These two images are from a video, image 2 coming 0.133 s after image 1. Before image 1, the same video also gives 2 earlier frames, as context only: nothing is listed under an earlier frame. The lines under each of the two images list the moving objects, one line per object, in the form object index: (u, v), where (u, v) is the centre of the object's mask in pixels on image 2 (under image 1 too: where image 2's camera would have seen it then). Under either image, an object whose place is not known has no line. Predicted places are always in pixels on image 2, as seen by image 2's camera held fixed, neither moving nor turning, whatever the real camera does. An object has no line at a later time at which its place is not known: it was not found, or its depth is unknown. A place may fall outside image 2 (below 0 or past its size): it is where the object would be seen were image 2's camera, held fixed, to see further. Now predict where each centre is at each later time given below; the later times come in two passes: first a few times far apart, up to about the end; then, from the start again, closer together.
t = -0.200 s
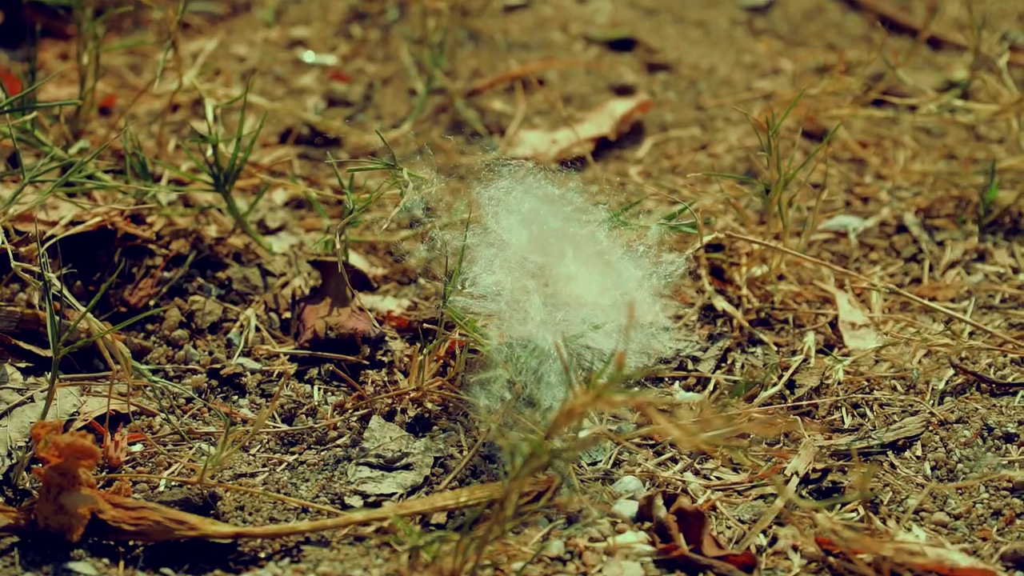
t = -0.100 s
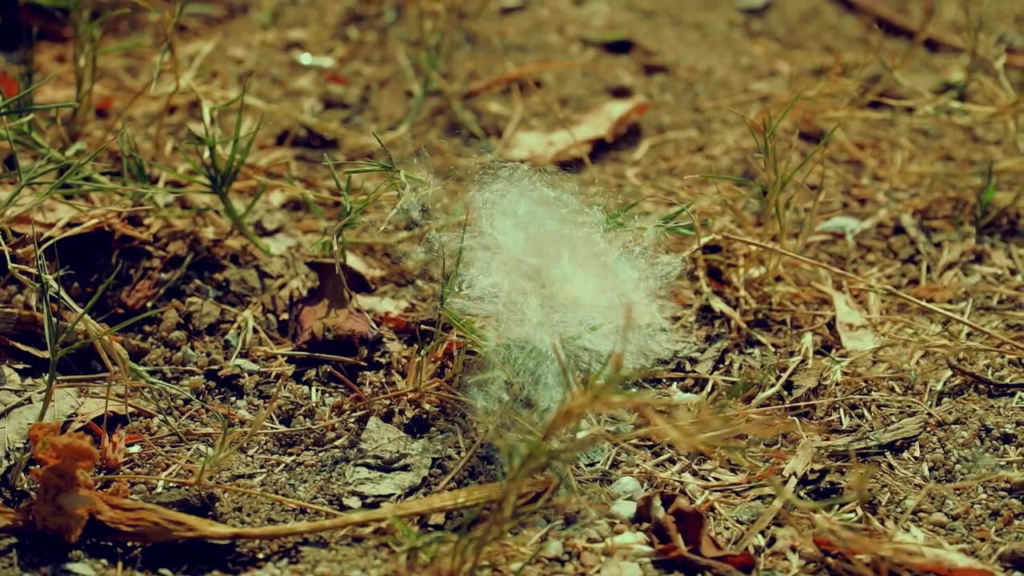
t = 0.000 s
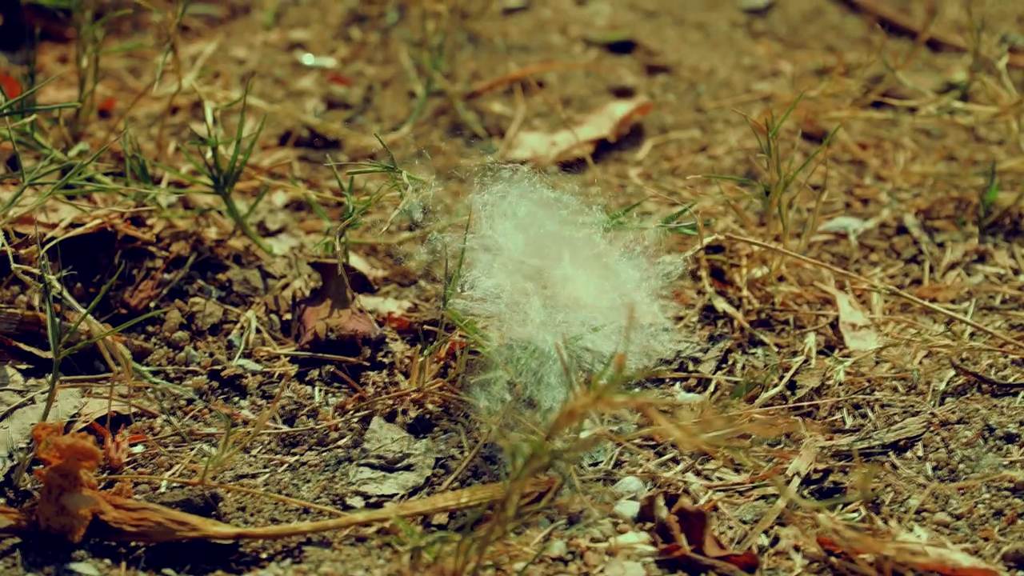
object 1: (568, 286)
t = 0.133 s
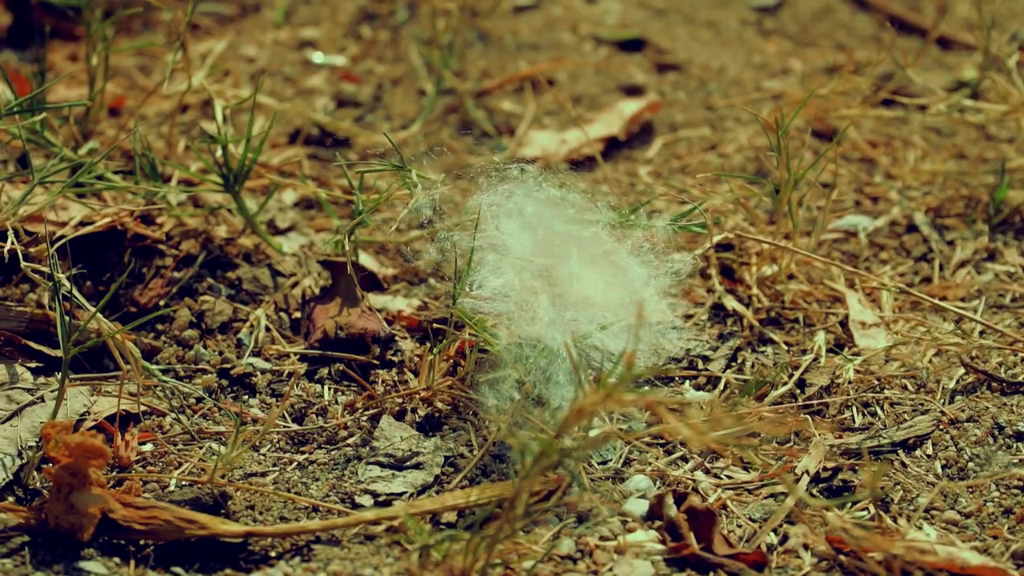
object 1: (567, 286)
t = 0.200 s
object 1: (567, 287)
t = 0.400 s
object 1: (567, 288)
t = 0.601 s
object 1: (567, 289)
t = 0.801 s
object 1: (566, 288)
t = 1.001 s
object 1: (566, 288)
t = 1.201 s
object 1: (564, 287)
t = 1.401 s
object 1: (564, 287)
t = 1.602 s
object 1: (561, 286)
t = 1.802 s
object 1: (560, 288)
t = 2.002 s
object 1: (561, 288)
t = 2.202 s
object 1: (559, 287)
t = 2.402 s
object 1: (557, 290)
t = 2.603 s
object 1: (556, 283)
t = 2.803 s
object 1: (559, 284)
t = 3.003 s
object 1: (555, 286)
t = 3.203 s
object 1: (553, 292)
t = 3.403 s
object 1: (556, 295)
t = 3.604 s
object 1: (557, 294)
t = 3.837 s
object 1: (557, 295)
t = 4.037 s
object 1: (557, 296)
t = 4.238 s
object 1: (558, 297)
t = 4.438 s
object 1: (556, 296)
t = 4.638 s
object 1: (557, 296)
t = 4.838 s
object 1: (557, 297)
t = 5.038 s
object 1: (557, 296)
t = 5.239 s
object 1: (555, 294)
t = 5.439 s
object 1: (557, 295)
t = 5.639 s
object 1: (557, 297)
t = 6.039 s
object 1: (558, 298)
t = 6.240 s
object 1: (557, 298)
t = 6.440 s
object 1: (557, 297)
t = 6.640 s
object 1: (558, 298)
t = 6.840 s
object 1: (559, 299)
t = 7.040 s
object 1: (559, 297)
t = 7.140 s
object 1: (559, 298)
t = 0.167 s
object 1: (567, 286)
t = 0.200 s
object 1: (567, 287)
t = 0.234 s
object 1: (567, 287)
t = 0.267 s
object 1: (568, 288)
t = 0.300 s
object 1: (567, 290)
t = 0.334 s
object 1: (567, 288)
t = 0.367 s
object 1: (566, 288)
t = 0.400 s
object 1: (567, 288)
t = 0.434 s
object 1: (567, 288)
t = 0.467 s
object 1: (567, 288)
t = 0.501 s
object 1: (567, 288)
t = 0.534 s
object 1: (567, 288)
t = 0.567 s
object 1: (567, 289)
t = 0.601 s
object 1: (567, 289)
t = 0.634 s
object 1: (567, 289)
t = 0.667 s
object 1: (567, 289)
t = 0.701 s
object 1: (567, 289)
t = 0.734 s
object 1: (567, 289)
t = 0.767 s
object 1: (567, 288)
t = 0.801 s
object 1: (566, 288)
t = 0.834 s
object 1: (567, 288)
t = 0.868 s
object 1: (567, 287)
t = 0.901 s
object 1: (566, 288)
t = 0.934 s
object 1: (565, 288)
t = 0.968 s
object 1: (565, 288)
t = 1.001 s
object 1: (566, 288)
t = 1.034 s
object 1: (566, 288)
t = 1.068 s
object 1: (566, 287)
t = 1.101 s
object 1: (565, 286)
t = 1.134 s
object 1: (565, 286)
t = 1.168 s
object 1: (564, 286)
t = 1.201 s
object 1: (564, 287)
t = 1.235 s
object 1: (563, 287)
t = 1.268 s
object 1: (563, 287)
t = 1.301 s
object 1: (563, 287)
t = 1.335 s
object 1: (563, 287)
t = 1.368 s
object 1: (562, 287)
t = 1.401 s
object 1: (564, 287)
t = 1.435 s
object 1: (563, 286)
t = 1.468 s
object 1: (562, 286)
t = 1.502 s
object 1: (562, 286)
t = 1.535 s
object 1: (561, 286)
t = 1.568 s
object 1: (561, 286)
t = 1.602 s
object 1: (561, 286)
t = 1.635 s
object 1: (562, 288)
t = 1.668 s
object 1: (561, 288)
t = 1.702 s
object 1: (560, 288)
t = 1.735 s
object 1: (560, 288)
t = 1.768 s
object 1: (561, 288)
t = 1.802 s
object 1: (560, 288)
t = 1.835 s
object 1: (561, 288)
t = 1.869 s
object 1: (561, 287)
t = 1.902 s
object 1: (561, 287)
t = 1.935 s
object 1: (561, 288)
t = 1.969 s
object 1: (560, 288)
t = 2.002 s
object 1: (561, 288)
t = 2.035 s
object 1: (562, 288)
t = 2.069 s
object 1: (561, 288)
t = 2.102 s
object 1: (560, 287)
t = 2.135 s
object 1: (560, 287)
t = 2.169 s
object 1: (560, 287)
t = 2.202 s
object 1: (559, 287)
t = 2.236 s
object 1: (558, 288)
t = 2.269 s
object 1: (557, 287)
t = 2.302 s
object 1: (557, 289)
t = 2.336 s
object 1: (556, 289)
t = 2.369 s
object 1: (557, 290)
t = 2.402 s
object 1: (557, 290)
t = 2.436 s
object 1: (559, 290)
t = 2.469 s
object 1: (555, 288)
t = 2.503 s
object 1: (553, 287)
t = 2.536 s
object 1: (553, 286)
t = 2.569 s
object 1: (555, 284)
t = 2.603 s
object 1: (556, 283)
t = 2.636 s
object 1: (557, 283)
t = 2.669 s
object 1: (559, 283)
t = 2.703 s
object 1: (557, 282)
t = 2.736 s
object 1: (557, 282)
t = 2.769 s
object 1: (558, 283)
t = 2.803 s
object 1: (559, 284)
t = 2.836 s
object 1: (559, 285)
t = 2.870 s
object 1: (560, 284)
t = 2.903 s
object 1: (556, 284)
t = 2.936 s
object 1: (557, 286)
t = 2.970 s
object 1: (556, 285)
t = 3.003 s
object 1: (555, 286)
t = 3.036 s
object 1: (554, 286)
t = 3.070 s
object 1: (554, 287)
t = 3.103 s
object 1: (552, 287)
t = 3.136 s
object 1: (552, 289)
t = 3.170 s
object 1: (553, 290)
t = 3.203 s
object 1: (553, 292)
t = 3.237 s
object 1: (555, 292)
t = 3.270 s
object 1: (554, 293)
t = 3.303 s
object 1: (556, 295)
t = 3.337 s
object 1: (556, 295)
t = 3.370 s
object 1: (557, 295)
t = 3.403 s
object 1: (556, 295)
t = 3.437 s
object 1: (556, 294)
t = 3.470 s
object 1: (557, 295)
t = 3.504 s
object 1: (557, 295)
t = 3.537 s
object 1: (558, 295)
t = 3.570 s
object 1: (558, 294)
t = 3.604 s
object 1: (557, 294)
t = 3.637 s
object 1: (558, 295)
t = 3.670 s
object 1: (557, 295)
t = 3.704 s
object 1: (557, 295)
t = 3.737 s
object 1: (556, 295)
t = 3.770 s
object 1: (555, 295)
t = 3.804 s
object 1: (555, 296)
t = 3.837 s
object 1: (557, 295)
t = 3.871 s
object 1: (556, 295)
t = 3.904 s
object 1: (557, 295)
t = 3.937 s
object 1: (557, 296)
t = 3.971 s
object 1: (556, 296)
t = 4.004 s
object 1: (556, 297)
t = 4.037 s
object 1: (557, 296)
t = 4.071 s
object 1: (558, 297)
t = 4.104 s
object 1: (558, 297)
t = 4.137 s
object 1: (557, 297)
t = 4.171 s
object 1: (558, 297)
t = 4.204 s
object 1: (558, 297)
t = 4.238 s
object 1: (558, 297)
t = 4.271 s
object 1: (558, 296)
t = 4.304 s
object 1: (558, 297)
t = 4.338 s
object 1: (558, 297)
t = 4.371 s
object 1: (558, 297)
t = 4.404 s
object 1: (557, 297)
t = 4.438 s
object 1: (556, 296)
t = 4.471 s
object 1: (556, 297)
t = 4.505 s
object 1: (557, 296)
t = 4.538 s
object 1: (556, 297)
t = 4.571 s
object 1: (557, 296)
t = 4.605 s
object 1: (557, 296)
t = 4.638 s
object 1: (557, 296)
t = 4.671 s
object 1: (557, 297)
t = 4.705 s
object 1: (557, 298)
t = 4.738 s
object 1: (557, 298)
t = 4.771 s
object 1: (557, 298)
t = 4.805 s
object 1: (557, 298)
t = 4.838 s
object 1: (557, 297)
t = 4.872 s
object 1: (556, 297)
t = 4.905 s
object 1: (557, 297)
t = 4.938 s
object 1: (557, 296)
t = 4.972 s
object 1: (557, 297)
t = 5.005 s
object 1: (556, 296)
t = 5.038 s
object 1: (557, 296)
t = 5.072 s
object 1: (558, 296)
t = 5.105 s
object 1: (558, 296)
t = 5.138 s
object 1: (559, 296)
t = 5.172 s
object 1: (558, 297)
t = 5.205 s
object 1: (558, 297)
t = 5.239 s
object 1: (555, 294)
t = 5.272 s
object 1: (556, 296)
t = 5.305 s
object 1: (557, 295)
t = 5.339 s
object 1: (557, 296)
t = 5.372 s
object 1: (557, 296)
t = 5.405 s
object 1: (557, 296)
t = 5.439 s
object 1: (557, 295)
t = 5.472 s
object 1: (557, 296)
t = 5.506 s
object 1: (557, 294)
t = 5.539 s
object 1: (556, 296)
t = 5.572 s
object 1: (556, 295)
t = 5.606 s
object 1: (557, 296)
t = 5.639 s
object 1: (557, 297)
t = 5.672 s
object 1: (557, 297)
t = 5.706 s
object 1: (558, 297)
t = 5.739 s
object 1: (557, 297)
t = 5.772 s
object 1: (557, 296)
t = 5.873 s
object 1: (558, 298)
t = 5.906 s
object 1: (558, 298)
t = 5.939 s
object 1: (557, 298)
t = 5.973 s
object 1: (557, 298)
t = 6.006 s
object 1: (558, 298)
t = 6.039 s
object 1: (558, 298)
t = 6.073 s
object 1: (557, 298)
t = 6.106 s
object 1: (557, 299)
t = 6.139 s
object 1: (557, 300)
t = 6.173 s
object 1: (557, 299)
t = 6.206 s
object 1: (556, 299)
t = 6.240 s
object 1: (557, 298)
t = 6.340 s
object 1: (558, 297)
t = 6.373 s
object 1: (558, 297)
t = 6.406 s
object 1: (558, 297)
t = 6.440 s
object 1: (557, 297)
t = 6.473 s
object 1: (557, 298)
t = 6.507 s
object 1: (557, 298)
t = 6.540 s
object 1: (558, 297)
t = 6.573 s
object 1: (558, 297)
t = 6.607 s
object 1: (558, 298)
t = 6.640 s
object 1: (558, 298)
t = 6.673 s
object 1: (559, 298)
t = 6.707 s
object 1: (559, 298)
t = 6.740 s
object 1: (559, 299)
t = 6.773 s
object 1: (559, 298)
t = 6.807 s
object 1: (559, 298)
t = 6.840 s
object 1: (559, 299)
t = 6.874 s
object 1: (558, 300)
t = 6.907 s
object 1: (559, 299)
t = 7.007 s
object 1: (561, 298)
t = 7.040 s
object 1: (559, 297)
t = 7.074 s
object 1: (560, 297)
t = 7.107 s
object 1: (560, 297)
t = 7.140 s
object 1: (559, 298)
